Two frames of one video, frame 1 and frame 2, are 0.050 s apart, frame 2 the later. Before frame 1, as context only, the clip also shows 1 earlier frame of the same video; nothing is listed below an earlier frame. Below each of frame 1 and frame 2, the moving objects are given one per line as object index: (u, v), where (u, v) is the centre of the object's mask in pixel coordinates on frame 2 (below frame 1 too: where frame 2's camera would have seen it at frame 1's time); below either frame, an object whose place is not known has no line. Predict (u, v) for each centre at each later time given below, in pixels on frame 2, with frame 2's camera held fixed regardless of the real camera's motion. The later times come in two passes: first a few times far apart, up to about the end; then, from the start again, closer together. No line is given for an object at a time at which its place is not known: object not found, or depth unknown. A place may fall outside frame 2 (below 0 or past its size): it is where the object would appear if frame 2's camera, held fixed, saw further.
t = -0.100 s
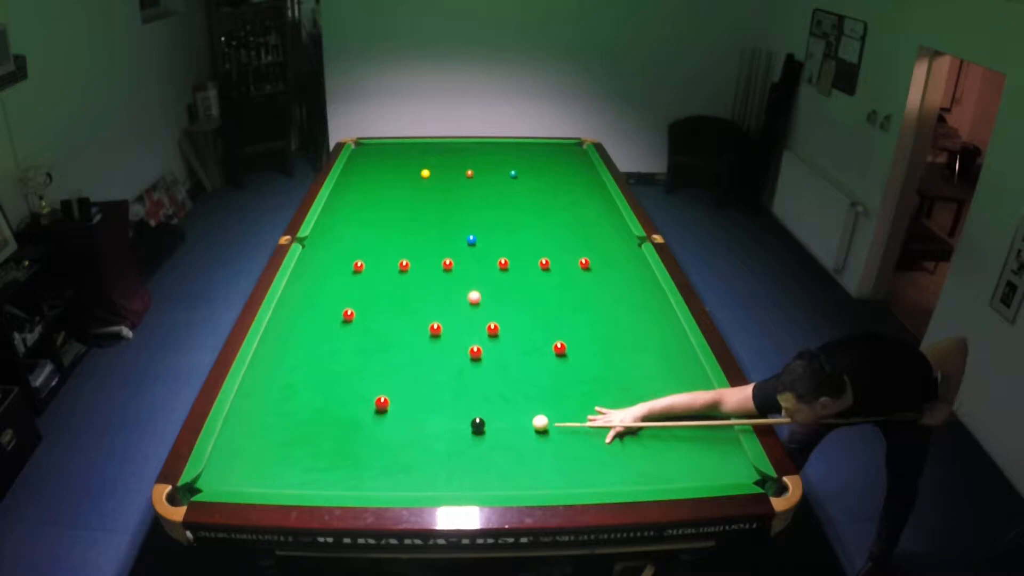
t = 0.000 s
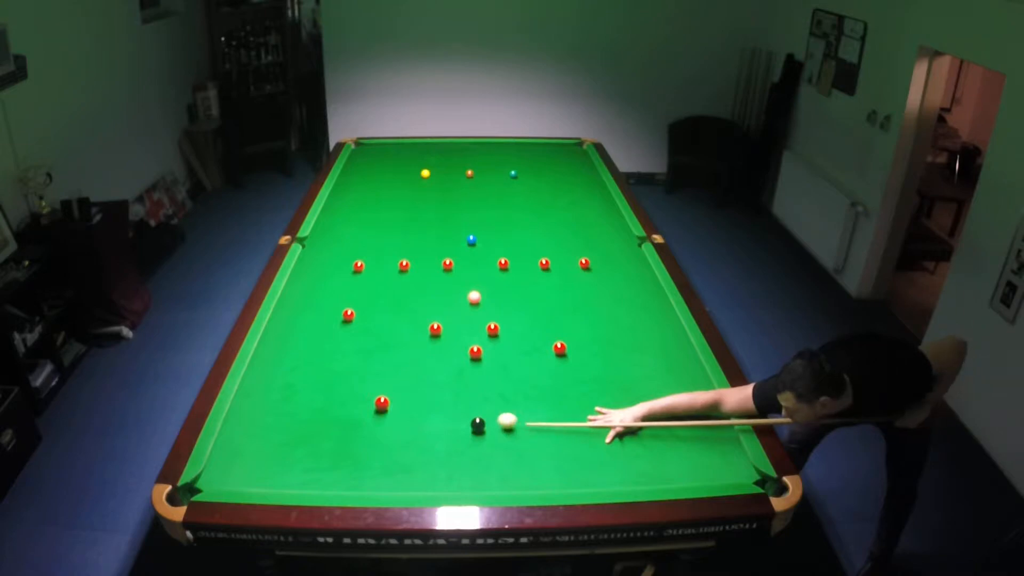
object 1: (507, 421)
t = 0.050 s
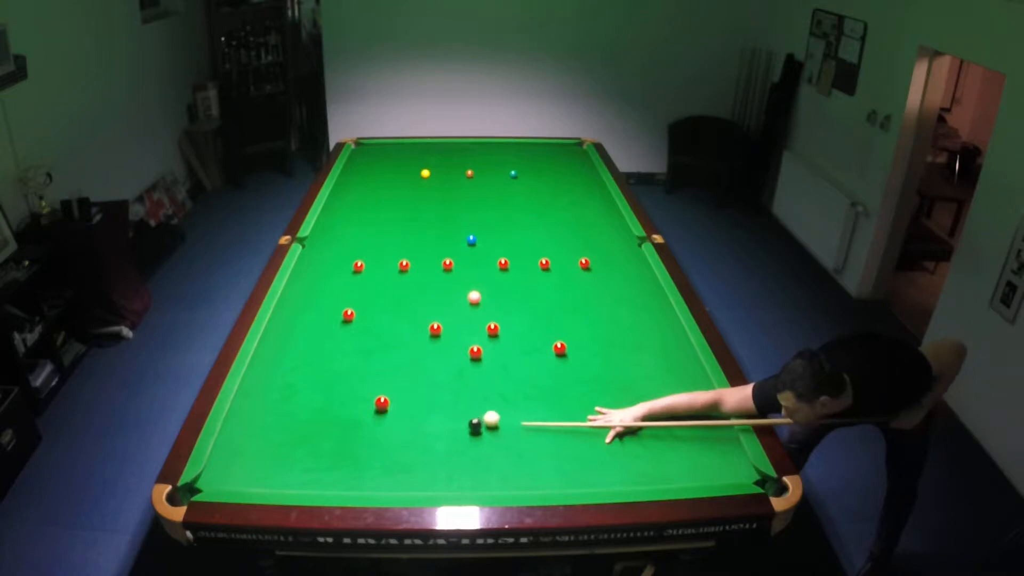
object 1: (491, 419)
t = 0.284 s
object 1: (481, 405)
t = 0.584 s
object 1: (470, 389)
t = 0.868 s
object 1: (461, 376)
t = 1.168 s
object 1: (452, 365)
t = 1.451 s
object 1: (445, 356)
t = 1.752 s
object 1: (438, 348)
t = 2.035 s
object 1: (433, 341)
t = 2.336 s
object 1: (428, 336)
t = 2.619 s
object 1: (424, 333)
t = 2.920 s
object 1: (420, 331)
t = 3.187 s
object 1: (415, 329)
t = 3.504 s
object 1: (417, 330)
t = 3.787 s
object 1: (417, 329)
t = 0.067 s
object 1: (490, 418)
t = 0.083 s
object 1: (489, 417)
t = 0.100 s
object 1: (489, 415)
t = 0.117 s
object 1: (488, 414)
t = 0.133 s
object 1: (487, 414)
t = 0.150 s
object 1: (487, 412)
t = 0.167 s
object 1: (486, 412)
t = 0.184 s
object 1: (485, 411)
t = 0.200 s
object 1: (485, 410)
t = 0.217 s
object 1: (484, 409)
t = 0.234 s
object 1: (483, 408)
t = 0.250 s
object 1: (483, 407)
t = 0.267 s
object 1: (482, 406)
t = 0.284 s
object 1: (481, 405)
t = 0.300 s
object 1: (481, 404)
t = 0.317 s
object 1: (480, 403)
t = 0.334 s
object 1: (479, 402)
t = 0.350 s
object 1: (479, 401)
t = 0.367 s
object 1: (478, 400)
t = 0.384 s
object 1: (477, 399)
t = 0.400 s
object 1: (477, 398)
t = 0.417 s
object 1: (476, 398)
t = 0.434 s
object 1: (476, 397)
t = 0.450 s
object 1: (475, 396)
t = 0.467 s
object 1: (474, 395)
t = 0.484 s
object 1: (474, 394)
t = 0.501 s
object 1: (473, 393)
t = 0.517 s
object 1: (473, 392)
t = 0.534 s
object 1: (472, 391)
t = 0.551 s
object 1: (471, 391)
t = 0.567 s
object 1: (471, 390)
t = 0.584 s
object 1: (470, 389)
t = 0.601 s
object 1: (470, 388)
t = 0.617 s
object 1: (469, 387)
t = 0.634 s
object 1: (469, 386)
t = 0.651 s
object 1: (468, 386)
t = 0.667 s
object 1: (467, 385)
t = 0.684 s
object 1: (467, 384)
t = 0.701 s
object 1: (466, 383)
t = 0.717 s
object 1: (466, 383)
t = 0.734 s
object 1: (465, 382)
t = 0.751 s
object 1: (465, 381)
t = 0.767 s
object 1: (464, 380)
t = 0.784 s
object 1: (464, 380)
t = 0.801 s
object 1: (463, 379)
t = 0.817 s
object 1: (462, 378)
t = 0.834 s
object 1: (462, 378)
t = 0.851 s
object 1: (461, 377)
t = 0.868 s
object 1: (461, 376)
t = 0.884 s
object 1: (460, 375)
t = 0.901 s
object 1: (460, 375)
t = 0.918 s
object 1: (459, 374)
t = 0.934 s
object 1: (459, 373)
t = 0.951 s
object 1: (458, 373)
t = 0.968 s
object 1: (458, 372)
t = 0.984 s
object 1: (457, 371)
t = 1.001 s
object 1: (457, 371)
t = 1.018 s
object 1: (456, 370)
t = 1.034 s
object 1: (456, 369)
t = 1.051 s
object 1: (455, 369)
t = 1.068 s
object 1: (455, 368)
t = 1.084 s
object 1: (454, 368)
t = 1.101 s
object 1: (454, 367)
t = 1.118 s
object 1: (453, 366)
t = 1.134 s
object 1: (453, 366)
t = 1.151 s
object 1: (452, 365)
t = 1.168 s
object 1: (452, 365)
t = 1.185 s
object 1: (452, 364)
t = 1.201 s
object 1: (451, 364)
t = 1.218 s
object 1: (451, 363)
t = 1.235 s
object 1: (450, 363)
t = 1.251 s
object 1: (450, 362)
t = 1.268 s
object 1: (449, 362)
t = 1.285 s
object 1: (449, 361)
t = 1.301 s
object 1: (448, 360)
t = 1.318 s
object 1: (448, 360)
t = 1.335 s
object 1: (448, 359)
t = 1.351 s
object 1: (447, 359)
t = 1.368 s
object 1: (447, 358)
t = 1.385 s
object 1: (446, 358)
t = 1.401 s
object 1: (446, 357)
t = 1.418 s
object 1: (445, 357)
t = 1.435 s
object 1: (445, 356)
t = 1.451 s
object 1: (445, 356)
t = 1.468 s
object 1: (444, 355)
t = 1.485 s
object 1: (444, 355)
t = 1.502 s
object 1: (443, 354)
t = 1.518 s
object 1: (443, 354)
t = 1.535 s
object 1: (443, 354)
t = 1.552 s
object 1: (442, 353)
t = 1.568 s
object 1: (442, 353)
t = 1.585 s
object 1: (442, 352)
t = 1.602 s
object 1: (441, 352)
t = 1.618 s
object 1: (441, 351)
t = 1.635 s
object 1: (440, 351)
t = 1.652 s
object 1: (440, 350)
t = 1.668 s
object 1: (440, 350)
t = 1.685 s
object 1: (439, 349)
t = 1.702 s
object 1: (439, 349)
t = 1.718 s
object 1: (439, 349)
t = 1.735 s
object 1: (438, 348)
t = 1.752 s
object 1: (438, 348)
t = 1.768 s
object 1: (438, 347)
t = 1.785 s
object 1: (438, 347)
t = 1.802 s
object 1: (437, 347)
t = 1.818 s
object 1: (437, 346)
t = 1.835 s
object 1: (437, 346)
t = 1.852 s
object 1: (436, 345)
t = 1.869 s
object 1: (436, 345)
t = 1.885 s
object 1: (436, 345)
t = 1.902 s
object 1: (435, 344)
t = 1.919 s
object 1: (435, 344)
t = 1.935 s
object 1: (435, 344)
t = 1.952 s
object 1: (434, 343)
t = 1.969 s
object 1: (434, 343)
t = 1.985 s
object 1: (434, 342)
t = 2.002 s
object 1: (434, 342)
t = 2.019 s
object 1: (433, 342)
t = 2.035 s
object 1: (433, 341)
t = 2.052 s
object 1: (433, 341)
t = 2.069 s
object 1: (432, 341)
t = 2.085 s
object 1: (432, 340)
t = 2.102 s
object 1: (432, 340)
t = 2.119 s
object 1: (432, 340)
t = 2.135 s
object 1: (431, 339)
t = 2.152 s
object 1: (431, 339)
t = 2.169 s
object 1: (431, 339)
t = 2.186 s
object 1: (430, 338)
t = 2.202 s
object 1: (430, 338)
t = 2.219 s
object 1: (430, 338)
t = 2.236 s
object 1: (430, 338)
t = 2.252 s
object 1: (429, 337)
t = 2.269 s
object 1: (429, 337)
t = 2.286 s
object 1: (429, 337)
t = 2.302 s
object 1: (429, 336)
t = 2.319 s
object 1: (429, 336)
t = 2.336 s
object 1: (428, 336)
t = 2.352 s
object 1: (428, 336)
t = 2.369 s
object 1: (428, 335)
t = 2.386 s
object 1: (428, 335)
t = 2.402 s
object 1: (428, 335)
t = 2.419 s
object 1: (427, 335)
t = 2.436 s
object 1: (427, 334)
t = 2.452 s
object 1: (427, 334)
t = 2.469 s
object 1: (426, 334)
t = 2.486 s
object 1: (426, 334)
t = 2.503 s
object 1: (426, 334)
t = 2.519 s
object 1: (425, 334)
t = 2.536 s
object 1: (425, 334)
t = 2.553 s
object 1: (425, 333)
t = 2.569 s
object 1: (425, 333)
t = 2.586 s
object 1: (424, 333)
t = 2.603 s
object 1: (424, 333)
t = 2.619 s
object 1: (424, 333)
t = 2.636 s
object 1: (424, 333)
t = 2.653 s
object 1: (423, 332)
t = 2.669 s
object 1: (423, 332)
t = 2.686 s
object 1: (423, 332)
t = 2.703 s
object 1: (423, 332)
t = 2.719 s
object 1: (423, 332)
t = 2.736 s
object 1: (422, 332)
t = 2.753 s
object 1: (422, 332)
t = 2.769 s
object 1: (422, 332)
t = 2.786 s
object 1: (421, 332)
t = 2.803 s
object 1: (421, 332)
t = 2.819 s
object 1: (421, 331)
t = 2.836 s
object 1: (421, 331)
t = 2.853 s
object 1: (421, 331)
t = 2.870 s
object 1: (420, 331)
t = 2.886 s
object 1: (420, 331)
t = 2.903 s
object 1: (420, 331)
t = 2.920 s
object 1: (420, 331)
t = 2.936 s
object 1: (420, 331)
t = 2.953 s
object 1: (419, 331)
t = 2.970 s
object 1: (419, 331)
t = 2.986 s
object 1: (419, 331)
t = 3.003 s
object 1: (419, 331)
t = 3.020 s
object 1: (419, 331)
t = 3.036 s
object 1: (419, 331)
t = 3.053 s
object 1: (419, 330)
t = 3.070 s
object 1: (419, 331)
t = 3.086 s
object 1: (418, 330)
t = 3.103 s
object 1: (418, 330)
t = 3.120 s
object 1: (418, 330)
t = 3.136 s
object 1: (418, 330)
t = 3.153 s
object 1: (418, 330)
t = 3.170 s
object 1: (418, 330)
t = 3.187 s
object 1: (415, 329)
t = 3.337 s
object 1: (418, 329)
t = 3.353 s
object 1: (417, 330)
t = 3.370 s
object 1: (417, 330)
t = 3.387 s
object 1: (417, 330)
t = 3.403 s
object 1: (417, 330)
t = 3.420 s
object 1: (417, 330)
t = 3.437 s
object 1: (417, 330)
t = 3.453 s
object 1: (417, 330)
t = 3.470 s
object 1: (417, 330)
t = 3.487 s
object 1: (417, 330)
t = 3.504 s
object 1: (417, 330)
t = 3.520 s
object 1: (417, 330)
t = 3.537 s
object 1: (417, 330)
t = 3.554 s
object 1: (417, 330)
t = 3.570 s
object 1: (417, 330)
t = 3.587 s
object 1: (417, 329)
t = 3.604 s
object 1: (417, 329)
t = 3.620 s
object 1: (417, 329)
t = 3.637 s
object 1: (417, 329)
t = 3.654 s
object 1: (417, 329)
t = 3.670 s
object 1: (417, 329)
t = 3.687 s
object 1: (417, 329)
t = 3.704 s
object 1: (417, 329)
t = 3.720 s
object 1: (417, 329)
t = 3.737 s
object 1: (417, 329)
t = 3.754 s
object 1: (417, 329)
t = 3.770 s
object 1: (417, 329)
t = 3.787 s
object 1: (417, 329)
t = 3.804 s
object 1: (417, 329)
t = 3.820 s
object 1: (417, 329)
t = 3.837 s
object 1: (417, 329)
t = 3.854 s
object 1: (417, 329)
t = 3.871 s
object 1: (417, 329)
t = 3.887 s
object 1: (417, 329)
